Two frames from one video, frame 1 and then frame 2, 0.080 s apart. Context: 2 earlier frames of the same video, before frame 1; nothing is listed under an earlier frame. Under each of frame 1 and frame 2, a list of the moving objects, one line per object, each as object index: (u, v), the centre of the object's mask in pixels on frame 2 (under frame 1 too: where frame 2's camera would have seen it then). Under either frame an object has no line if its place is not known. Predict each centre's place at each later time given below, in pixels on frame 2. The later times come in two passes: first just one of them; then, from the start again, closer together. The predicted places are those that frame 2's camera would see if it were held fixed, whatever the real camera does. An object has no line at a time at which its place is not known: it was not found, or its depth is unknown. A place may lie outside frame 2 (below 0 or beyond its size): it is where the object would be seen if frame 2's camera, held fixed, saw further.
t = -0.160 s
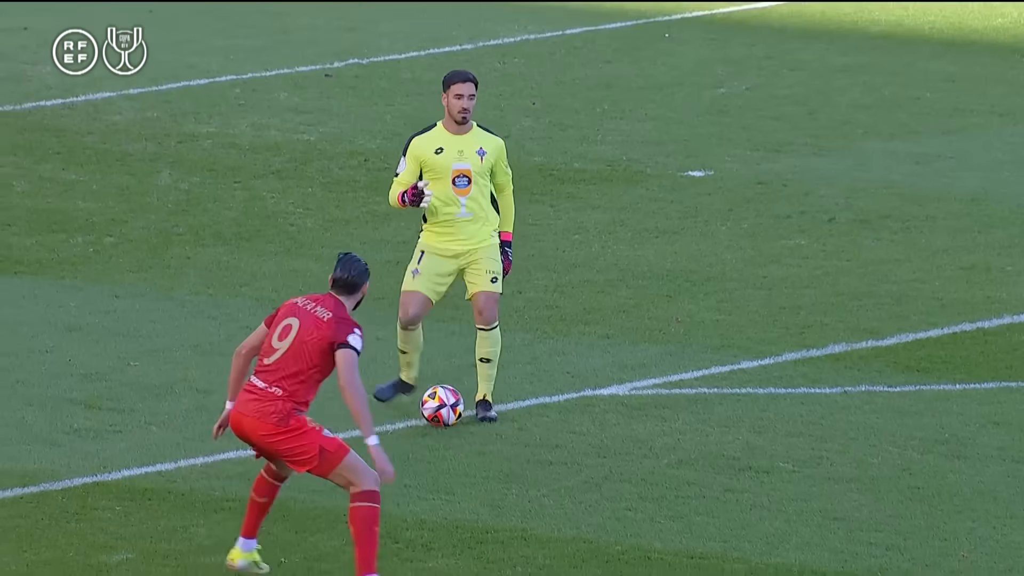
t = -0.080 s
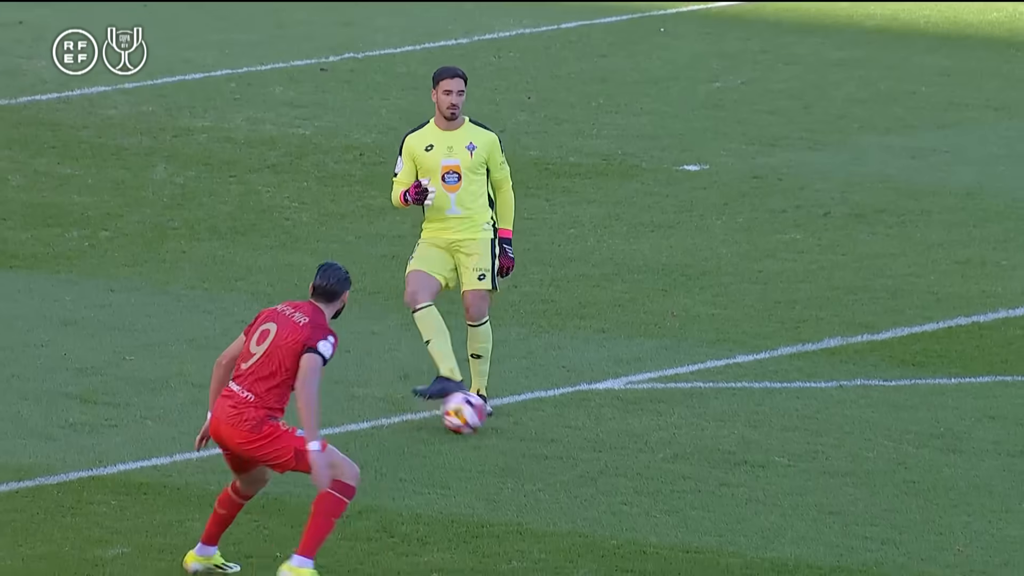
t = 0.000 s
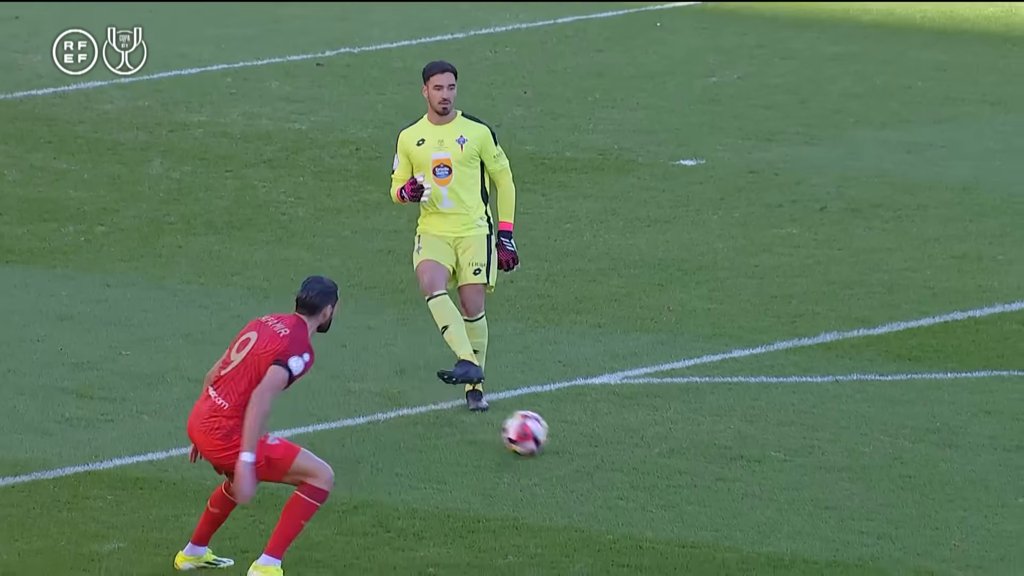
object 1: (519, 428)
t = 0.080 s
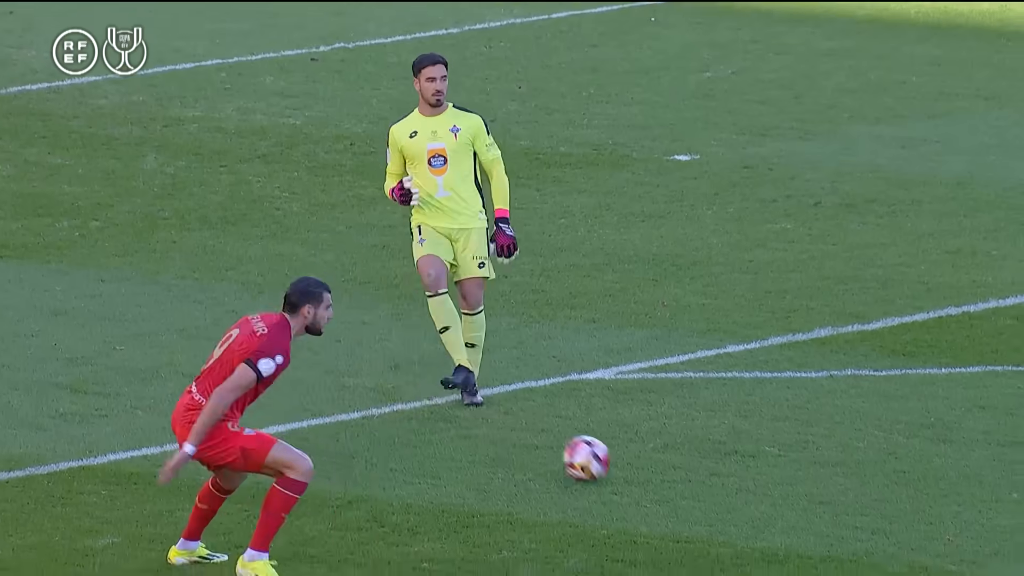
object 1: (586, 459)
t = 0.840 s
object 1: (1228, 748)
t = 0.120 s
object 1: (619, 473)
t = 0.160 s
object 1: (651, 482)
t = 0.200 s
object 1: (683, 494)
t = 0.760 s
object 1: (1153, 691)
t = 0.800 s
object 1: (1190, 720)
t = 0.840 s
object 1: (1228, 748)
